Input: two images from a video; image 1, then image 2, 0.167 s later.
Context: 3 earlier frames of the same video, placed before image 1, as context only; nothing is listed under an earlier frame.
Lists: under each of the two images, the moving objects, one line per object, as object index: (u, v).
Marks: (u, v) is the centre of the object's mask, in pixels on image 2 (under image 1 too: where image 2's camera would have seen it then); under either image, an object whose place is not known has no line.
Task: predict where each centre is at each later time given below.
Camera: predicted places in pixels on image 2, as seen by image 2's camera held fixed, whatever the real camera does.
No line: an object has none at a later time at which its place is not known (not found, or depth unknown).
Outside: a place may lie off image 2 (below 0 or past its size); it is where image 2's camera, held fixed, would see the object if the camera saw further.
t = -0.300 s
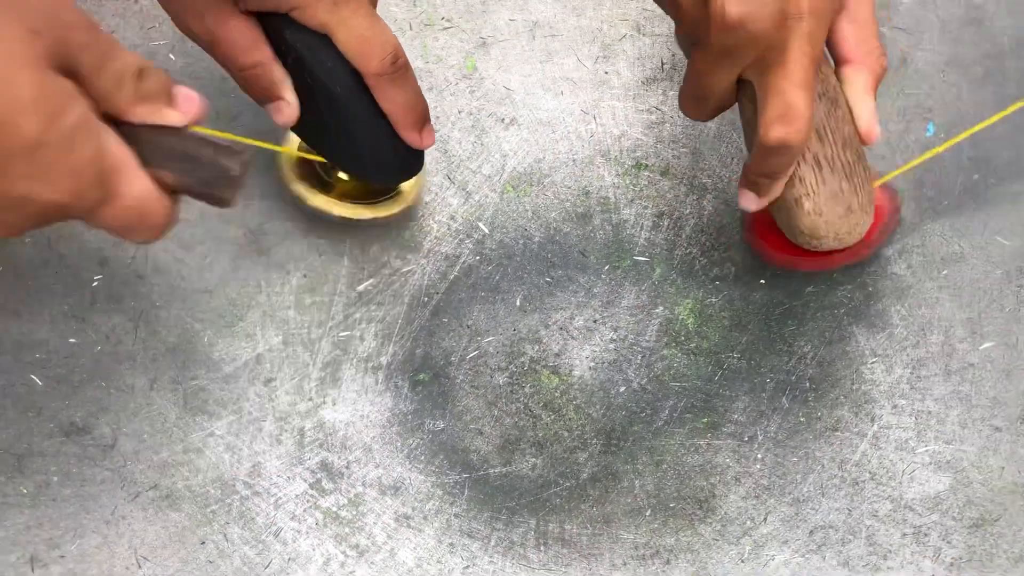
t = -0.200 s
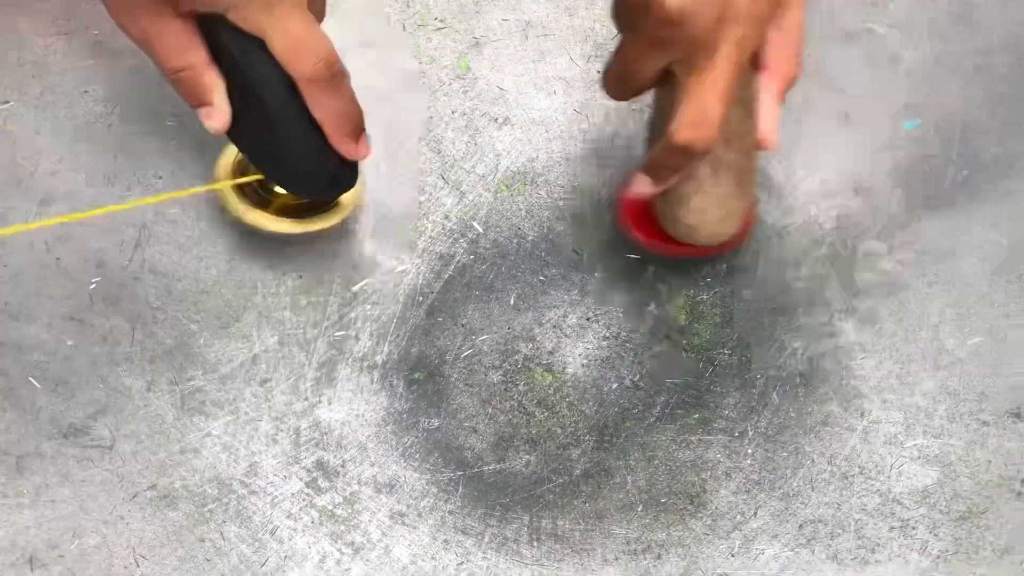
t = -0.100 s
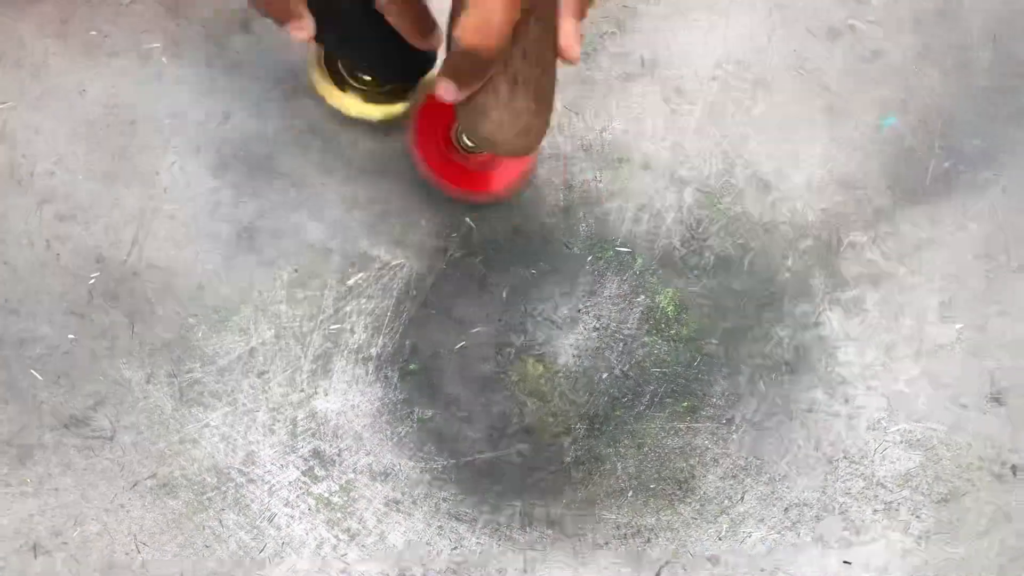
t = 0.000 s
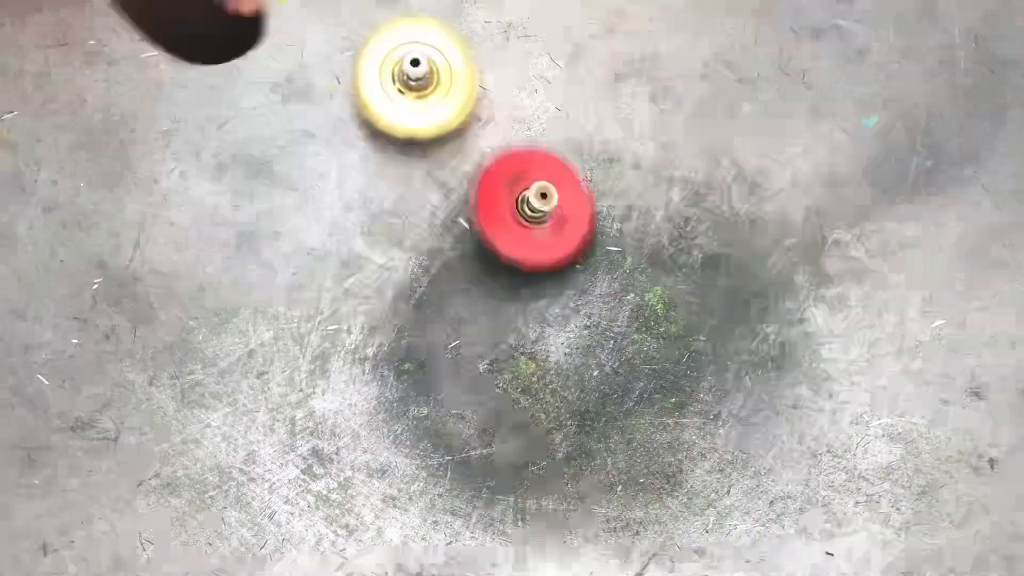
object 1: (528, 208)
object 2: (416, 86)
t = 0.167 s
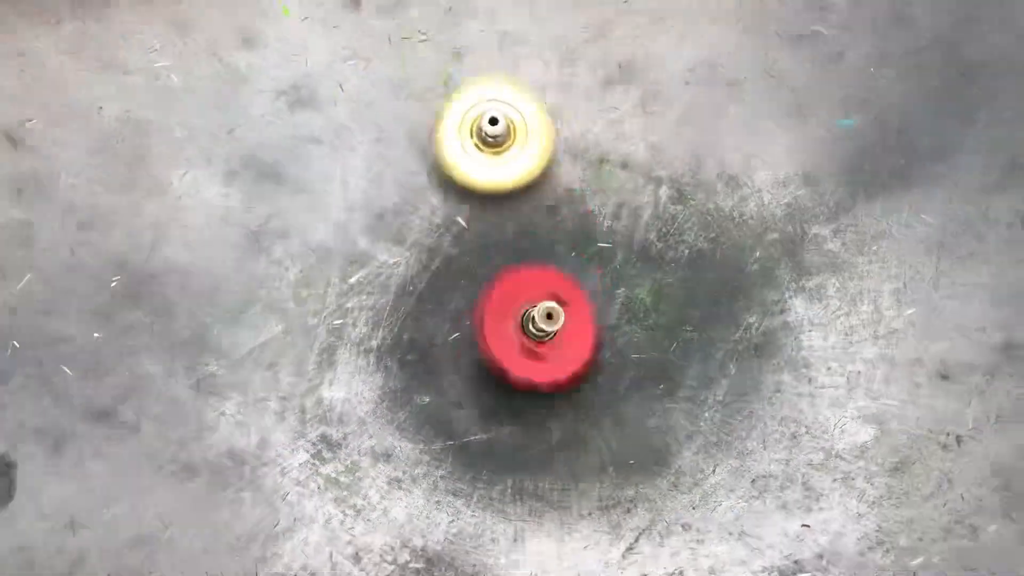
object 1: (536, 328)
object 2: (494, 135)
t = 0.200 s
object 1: (523, 348)
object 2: (511, 140)
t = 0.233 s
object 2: (524, 145)
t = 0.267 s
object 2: (539, 149)
